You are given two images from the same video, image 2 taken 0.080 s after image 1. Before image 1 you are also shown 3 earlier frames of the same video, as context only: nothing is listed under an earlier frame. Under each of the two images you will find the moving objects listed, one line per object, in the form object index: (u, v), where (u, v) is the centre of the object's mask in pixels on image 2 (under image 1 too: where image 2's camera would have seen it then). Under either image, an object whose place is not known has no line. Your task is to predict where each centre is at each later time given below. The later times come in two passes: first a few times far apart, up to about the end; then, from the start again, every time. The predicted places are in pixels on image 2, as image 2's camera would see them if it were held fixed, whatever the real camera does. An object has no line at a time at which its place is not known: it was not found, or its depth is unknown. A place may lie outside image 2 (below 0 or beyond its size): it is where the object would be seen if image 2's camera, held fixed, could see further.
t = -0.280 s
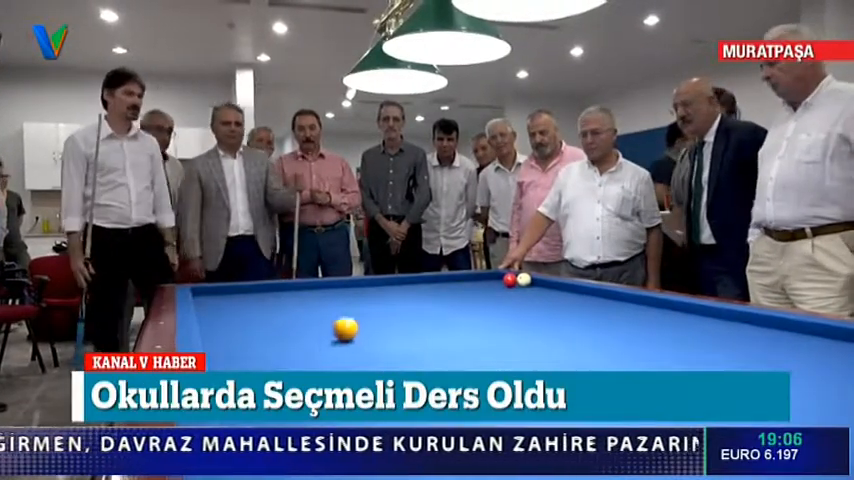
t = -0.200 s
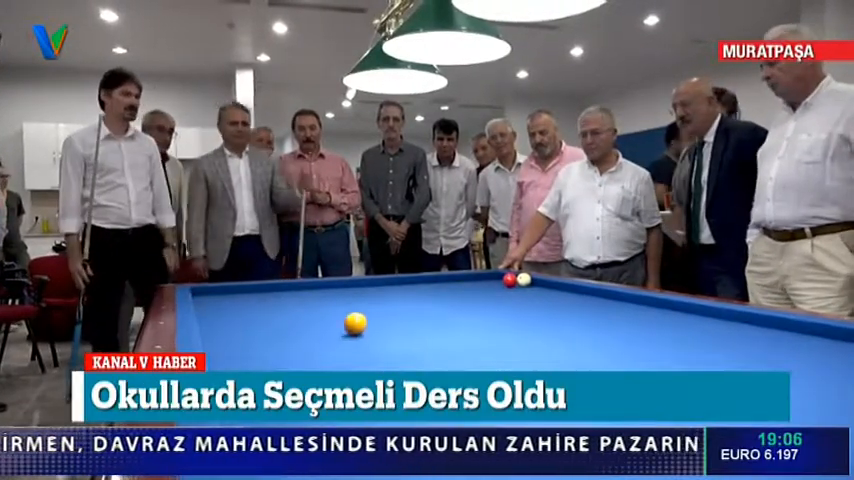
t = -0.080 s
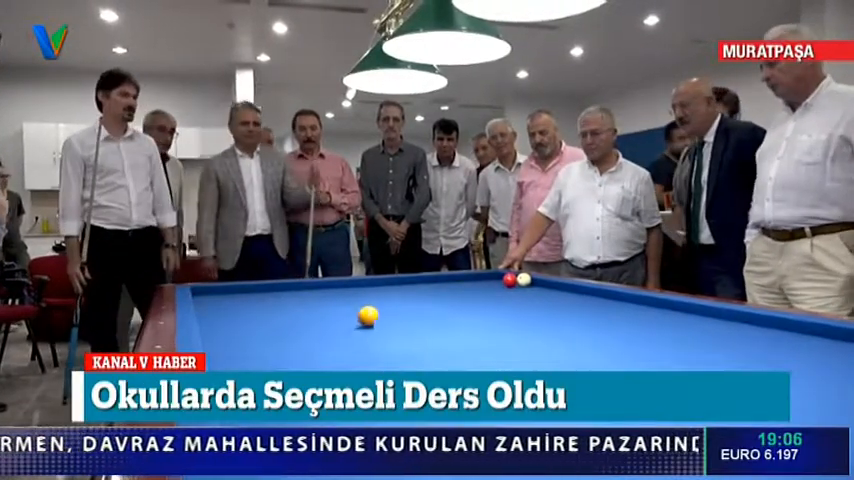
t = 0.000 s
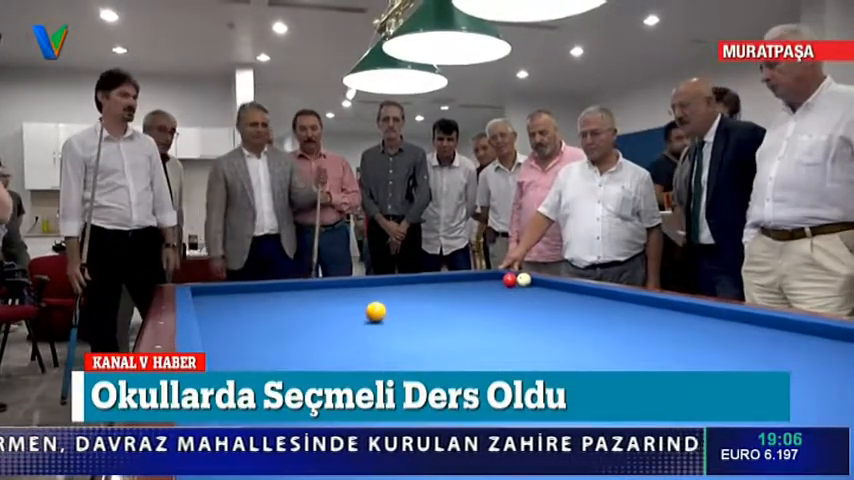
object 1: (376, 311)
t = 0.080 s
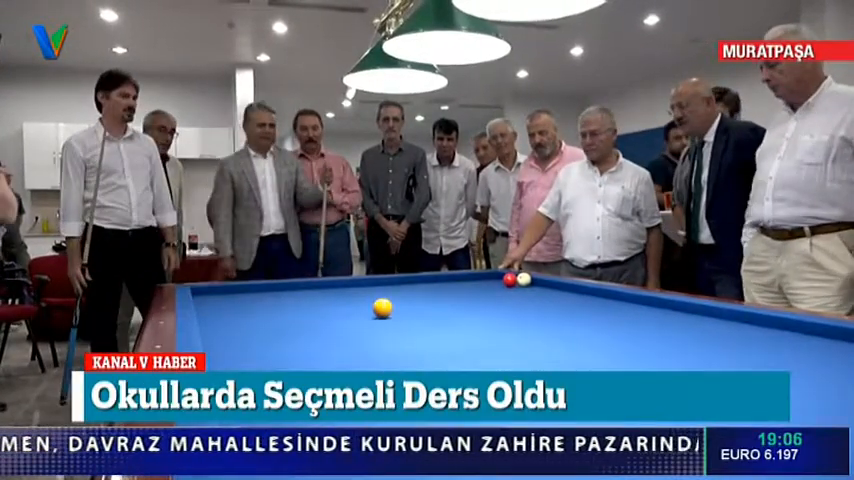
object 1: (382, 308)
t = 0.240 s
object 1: (394, 301)
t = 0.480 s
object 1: (409, 291)
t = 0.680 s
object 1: (419, 285)
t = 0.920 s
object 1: (428, 279)
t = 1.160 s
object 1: (441, 275)
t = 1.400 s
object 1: (480, 276)
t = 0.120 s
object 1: (386, 306)
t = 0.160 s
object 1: (389, 304)
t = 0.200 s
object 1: (392, 302)
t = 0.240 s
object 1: (394, 301)
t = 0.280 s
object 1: (397, 299)
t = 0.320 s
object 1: (400, 297)
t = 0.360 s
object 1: (402, 296)
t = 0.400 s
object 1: (404, 294)
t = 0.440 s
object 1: (407, 293)
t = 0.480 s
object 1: (409, 291)
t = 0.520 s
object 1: (411, 290)
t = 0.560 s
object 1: (413, 289)
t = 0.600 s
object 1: (415, 288)
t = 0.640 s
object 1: (417, 287)
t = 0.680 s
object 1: (419, 285)
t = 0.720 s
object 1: (421, 284)
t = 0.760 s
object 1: (422, 283)
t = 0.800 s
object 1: (424, 282)
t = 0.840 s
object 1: (425, 281)
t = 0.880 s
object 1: (427, 280)
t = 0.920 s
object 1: (428, 279)
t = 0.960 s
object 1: (430, 278)
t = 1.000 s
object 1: (432, 277)
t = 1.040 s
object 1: (433, 277)
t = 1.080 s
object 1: (434, 276)
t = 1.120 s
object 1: (436, 275)
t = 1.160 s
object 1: (441, 275)
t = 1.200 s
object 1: (449, 276)
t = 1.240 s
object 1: (455, 276)
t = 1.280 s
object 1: (461, 276)
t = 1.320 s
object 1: (467, 275)
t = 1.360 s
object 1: (473, 276)
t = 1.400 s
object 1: (480, 276)
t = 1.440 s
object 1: (486, 276)
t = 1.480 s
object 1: (493, 276)
